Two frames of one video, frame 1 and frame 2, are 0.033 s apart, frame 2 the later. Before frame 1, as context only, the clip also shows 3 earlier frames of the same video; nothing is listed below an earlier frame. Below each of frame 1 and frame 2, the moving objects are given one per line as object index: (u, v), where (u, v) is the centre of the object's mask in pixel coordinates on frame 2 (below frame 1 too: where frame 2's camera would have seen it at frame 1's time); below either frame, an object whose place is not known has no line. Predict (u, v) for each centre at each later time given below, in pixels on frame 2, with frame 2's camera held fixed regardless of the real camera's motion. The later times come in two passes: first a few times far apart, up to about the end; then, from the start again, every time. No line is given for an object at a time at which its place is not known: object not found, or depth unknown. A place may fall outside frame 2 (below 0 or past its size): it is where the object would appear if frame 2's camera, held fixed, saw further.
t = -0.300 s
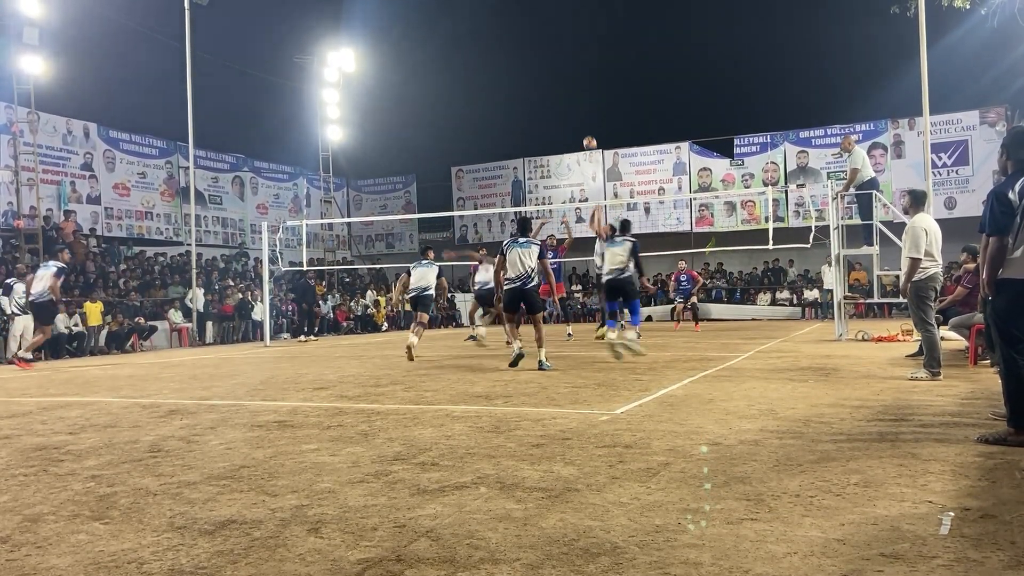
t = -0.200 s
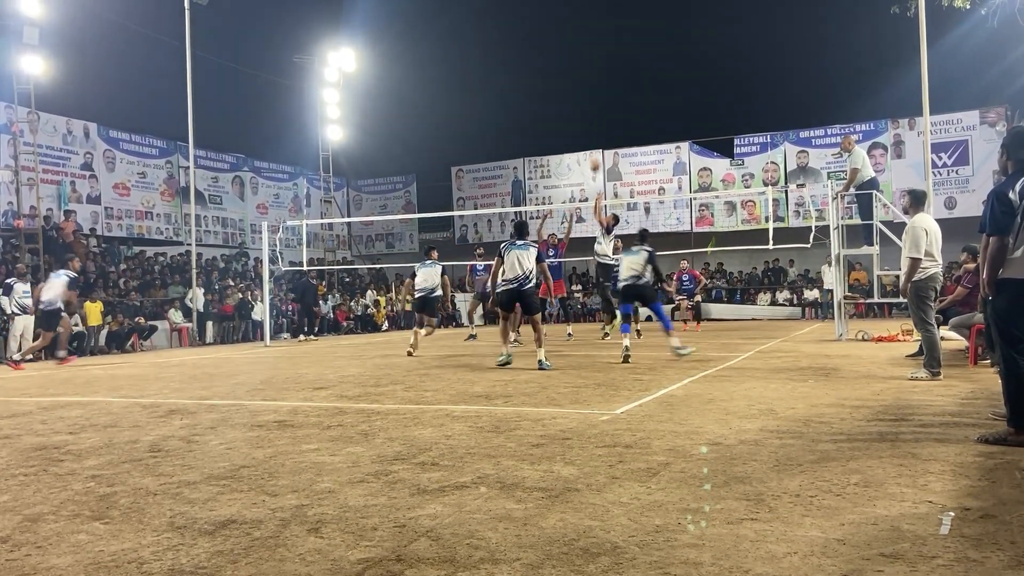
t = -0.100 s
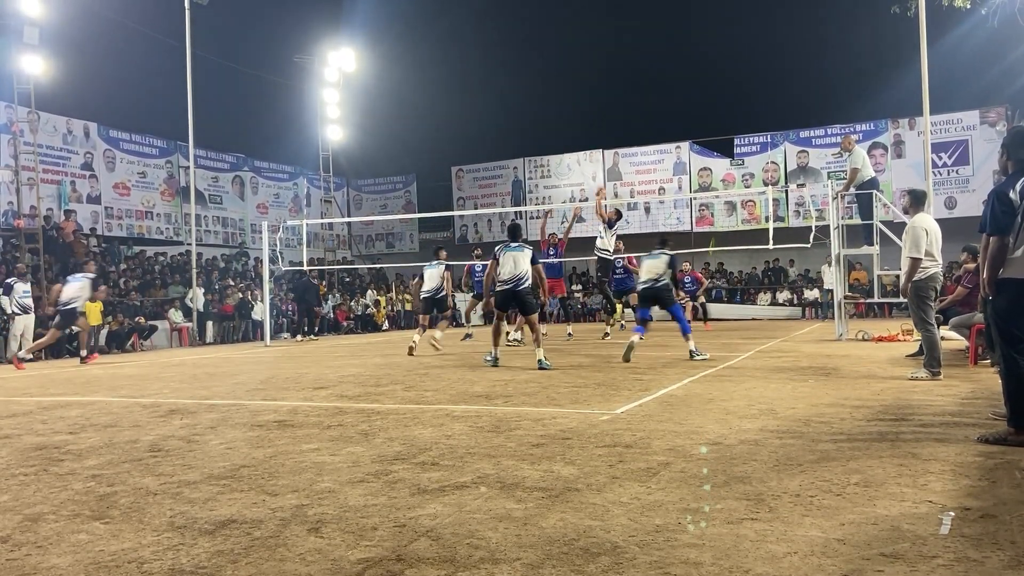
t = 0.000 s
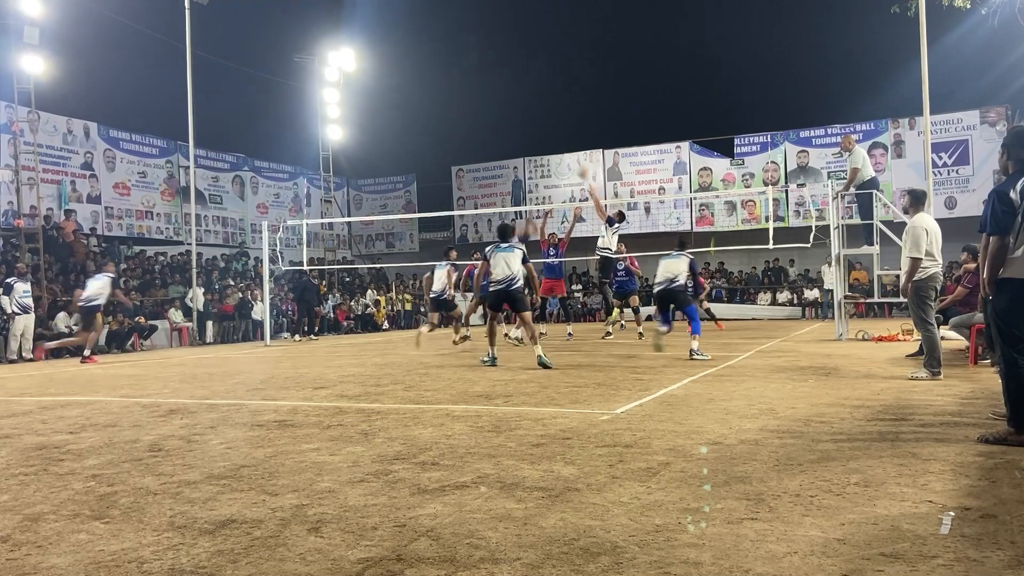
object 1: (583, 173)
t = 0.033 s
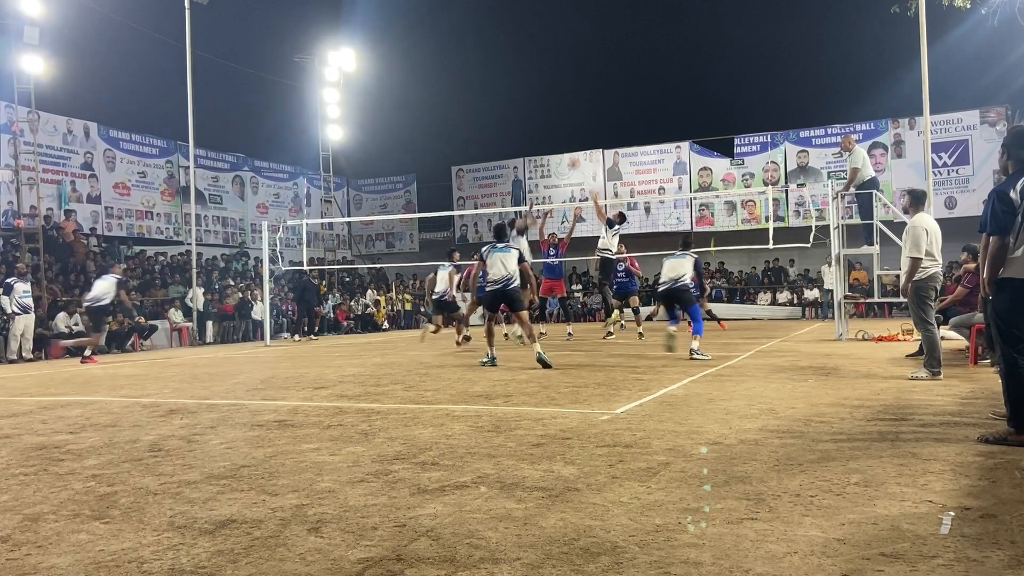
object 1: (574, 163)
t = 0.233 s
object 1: (522, 118)
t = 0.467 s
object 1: (467, 95)
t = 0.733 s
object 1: (411, 108)
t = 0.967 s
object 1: (367, 150)
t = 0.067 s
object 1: (564, 152)
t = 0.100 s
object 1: (556, 145)
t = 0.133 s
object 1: (547, 137)
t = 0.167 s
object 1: (538, 130)
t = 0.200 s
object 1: (530, 123)
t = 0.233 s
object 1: (522, 118)
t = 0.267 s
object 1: (513, 112)
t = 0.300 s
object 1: (505, 108)
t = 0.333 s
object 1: (497, 104)
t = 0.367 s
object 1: (489, 101)
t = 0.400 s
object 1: (482, 98)
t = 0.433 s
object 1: (474, 96)
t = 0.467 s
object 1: (467, 95)
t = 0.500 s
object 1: (459, 95)
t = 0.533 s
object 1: (452, 95)
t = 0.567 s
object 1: (445, 96)
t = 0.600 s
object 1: (438, 97)
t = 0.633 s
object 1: (431, 99)
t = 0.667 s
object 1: (424, 101)
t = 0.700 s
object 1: (417, 104)
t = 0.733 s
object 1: (411, 108)
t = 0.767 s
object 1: (404, 112)
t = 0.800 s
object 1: (398, 117)
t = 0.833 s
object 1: (391, 122)
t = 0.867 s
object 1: (385, 128)
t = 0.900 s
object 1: (379, 135)
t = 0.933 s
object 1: (373, 142)
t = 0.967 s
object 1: (367, 150)
